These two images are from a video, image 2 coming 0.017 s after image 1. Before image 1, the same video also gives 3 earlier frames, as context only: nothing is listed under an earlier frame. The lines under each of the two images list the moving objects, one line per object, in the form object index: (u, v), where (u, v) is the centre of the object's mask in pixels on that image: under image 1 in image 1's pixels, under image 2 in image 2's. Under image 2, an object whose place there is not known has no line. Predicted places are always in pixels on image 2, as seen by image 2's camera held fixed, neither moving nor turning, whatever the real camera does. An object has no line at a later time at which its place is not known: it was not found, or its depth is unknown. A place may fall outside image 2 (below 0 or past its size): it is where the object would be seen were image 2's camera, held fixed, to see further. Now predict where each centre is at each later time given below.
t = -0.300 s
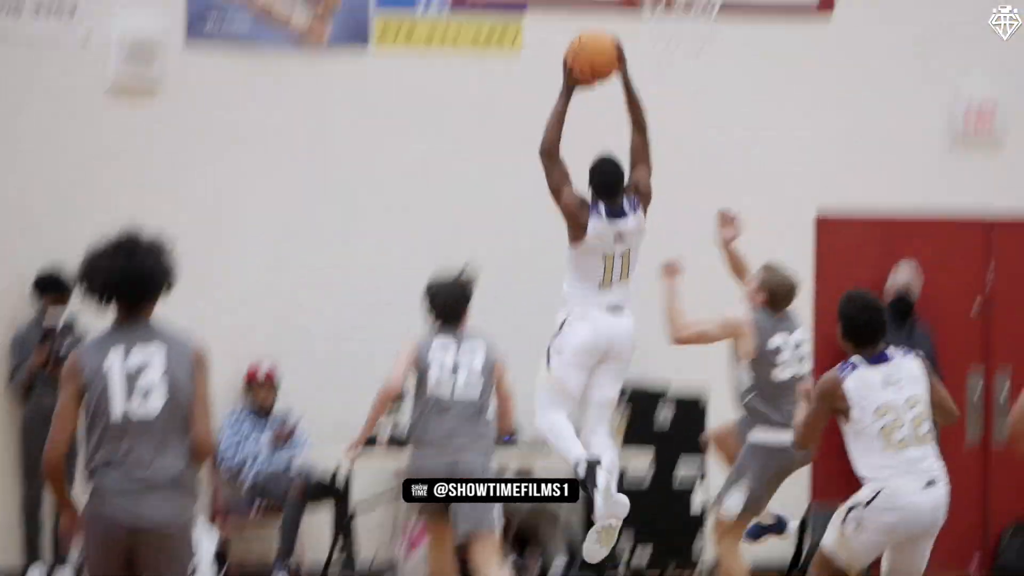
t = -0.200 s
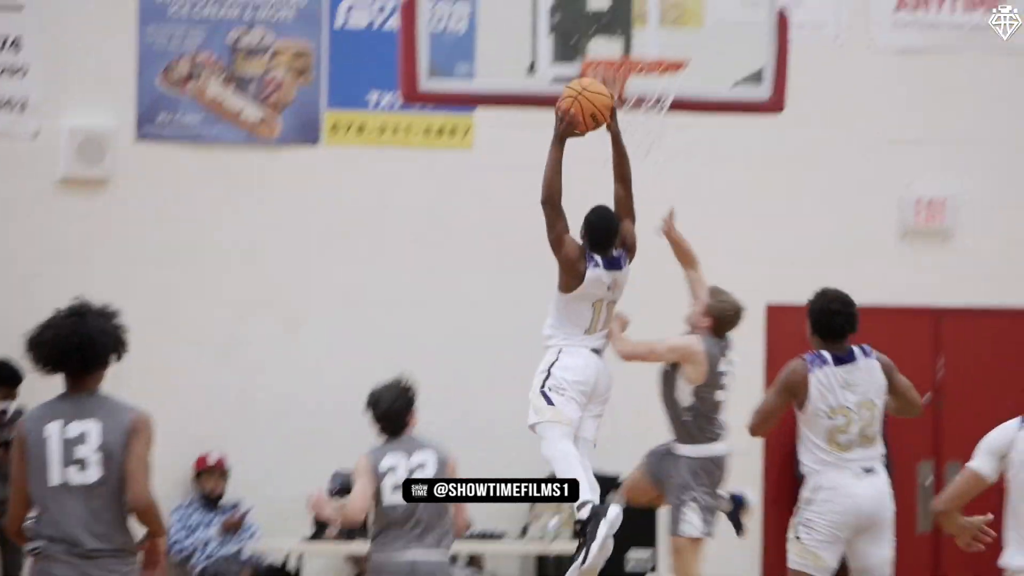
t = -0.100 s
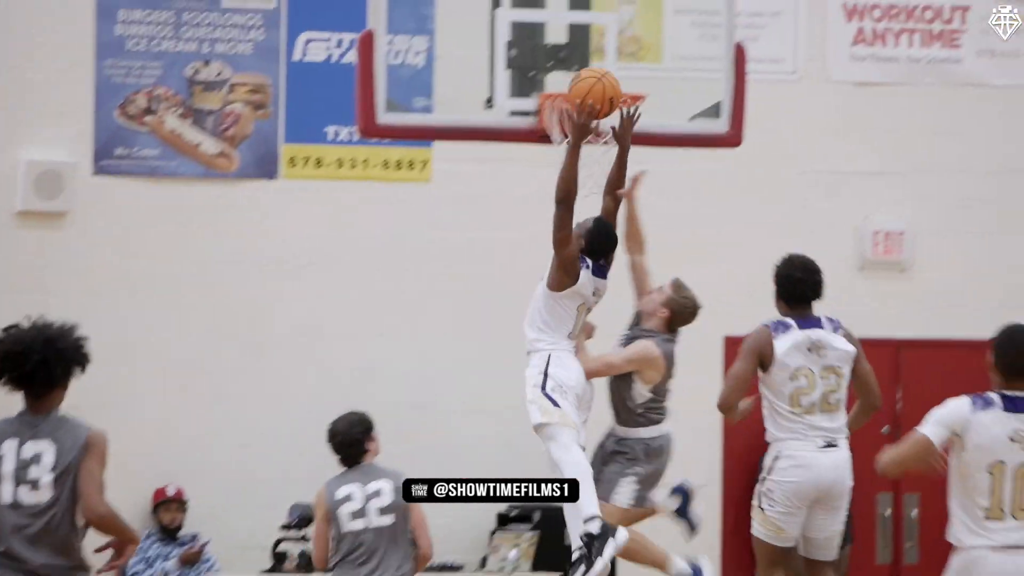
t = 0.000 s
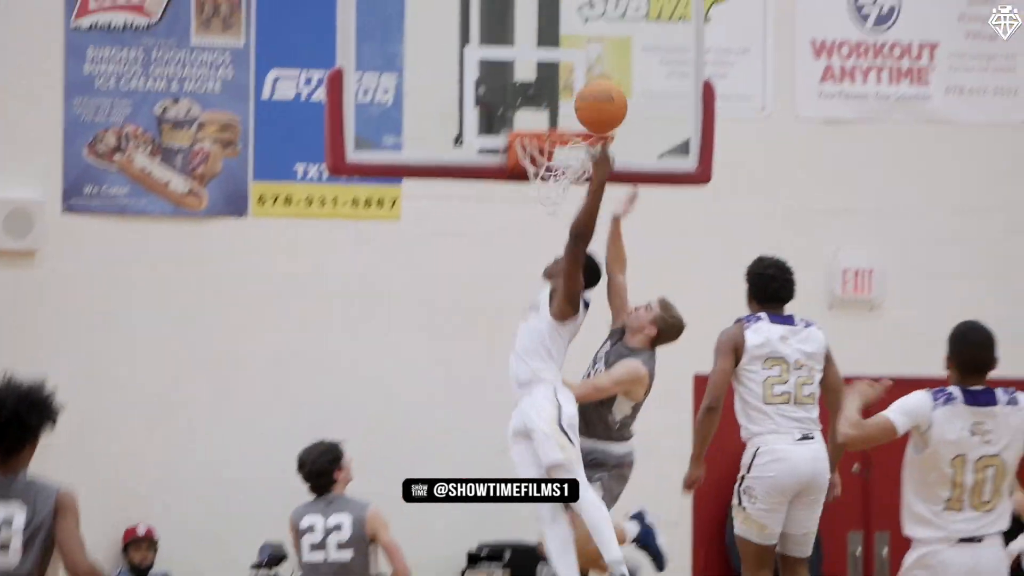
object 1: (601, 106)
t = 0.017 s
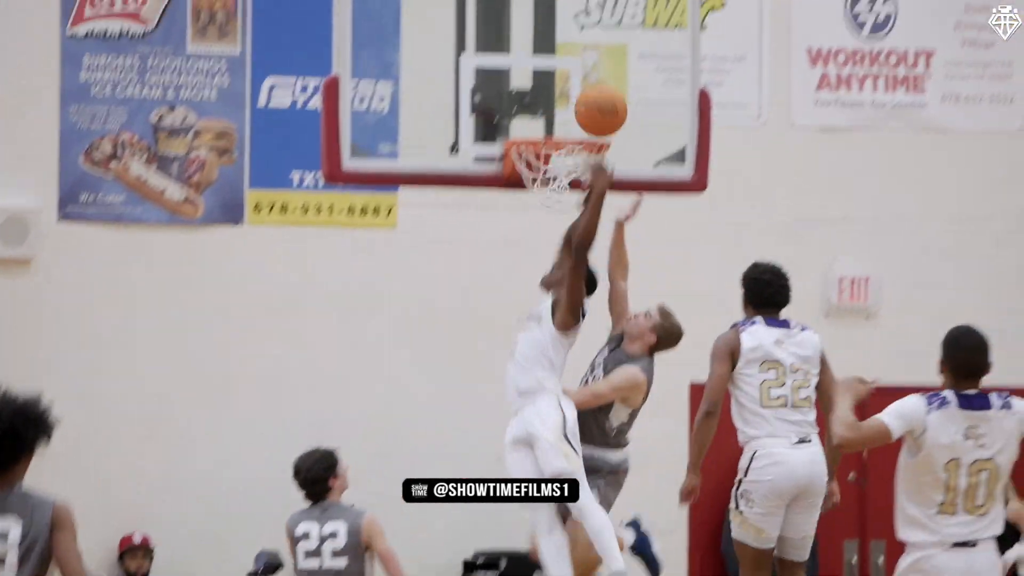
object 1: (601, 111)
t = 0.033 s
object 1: (606, 106)
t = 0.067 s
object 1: (616, 100)
